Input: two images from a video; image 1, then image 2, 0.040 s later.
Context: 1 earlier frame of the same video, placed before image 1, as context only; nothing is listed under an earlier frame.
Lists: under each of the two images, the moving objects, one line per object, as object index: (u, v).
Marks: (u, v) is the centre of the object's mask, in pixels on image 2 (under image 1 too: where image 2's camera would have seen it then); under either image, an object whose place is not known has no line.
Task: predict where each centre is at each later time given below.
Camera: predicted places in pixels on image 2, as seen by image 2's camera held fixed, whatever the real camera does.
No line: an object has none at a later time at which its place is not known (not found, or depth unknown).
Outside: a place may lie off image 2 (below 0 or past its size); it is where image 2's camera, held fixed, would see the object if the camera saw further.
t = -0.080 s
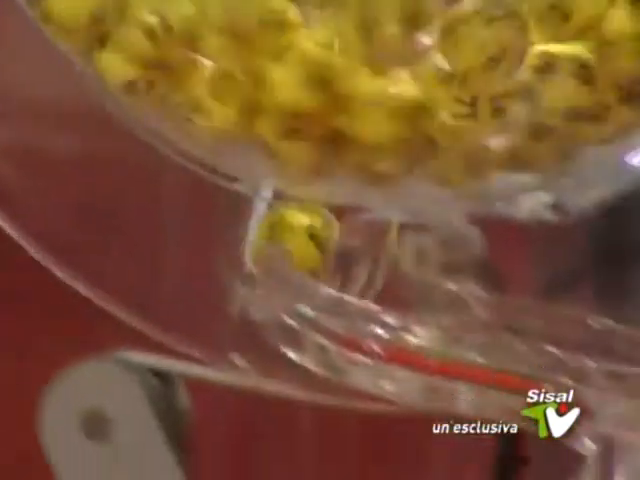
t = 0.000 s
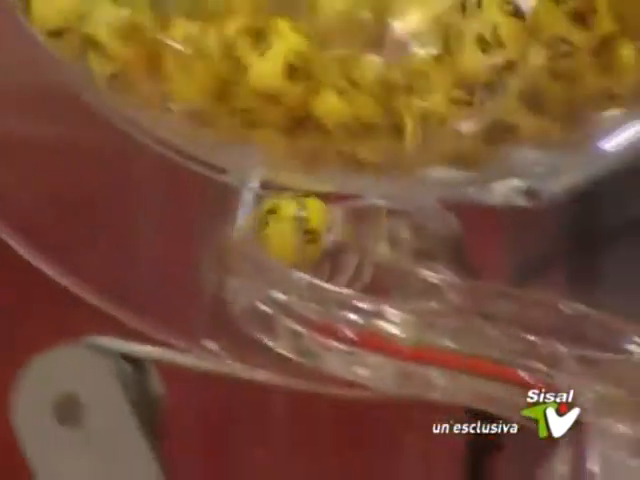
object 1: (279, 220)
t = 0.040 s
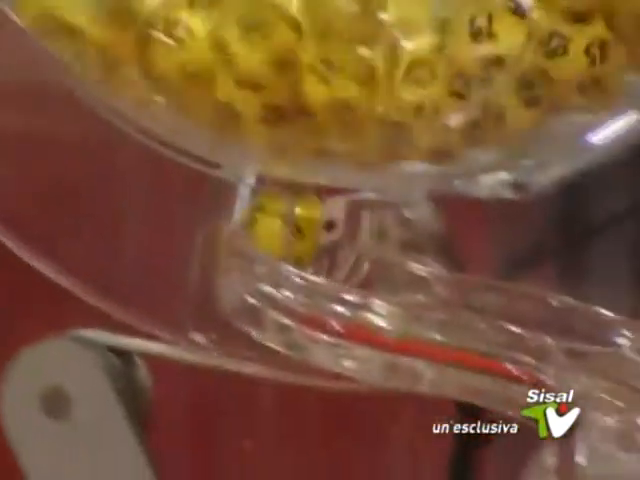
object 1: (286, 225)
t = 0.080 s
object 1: (293, 228)
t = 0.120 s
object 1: (300, 230)
